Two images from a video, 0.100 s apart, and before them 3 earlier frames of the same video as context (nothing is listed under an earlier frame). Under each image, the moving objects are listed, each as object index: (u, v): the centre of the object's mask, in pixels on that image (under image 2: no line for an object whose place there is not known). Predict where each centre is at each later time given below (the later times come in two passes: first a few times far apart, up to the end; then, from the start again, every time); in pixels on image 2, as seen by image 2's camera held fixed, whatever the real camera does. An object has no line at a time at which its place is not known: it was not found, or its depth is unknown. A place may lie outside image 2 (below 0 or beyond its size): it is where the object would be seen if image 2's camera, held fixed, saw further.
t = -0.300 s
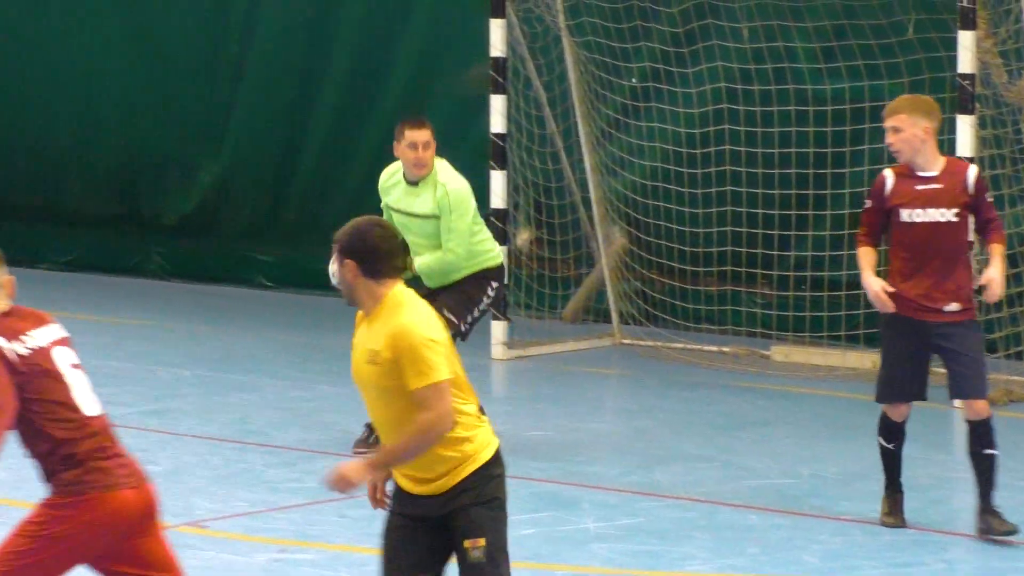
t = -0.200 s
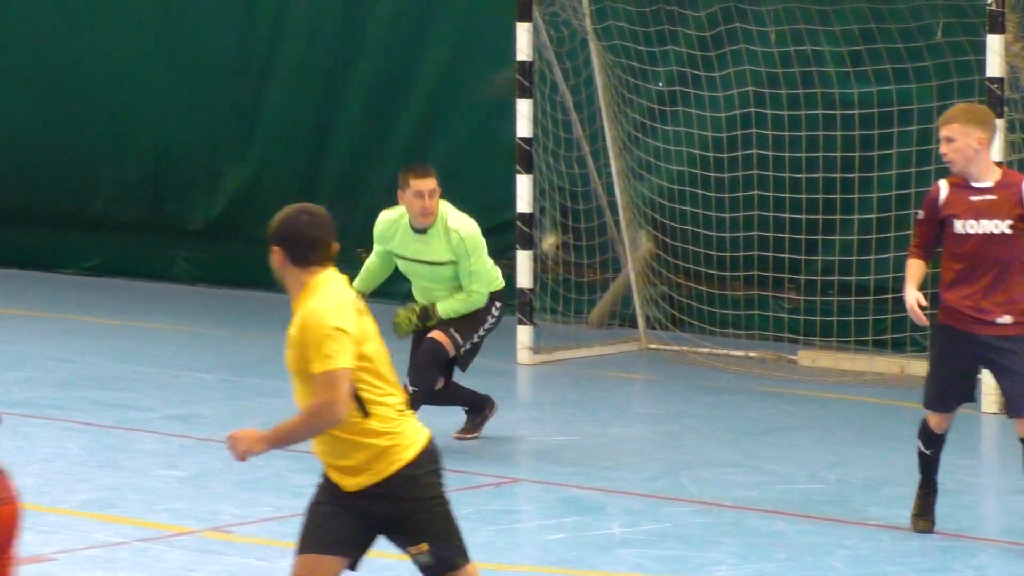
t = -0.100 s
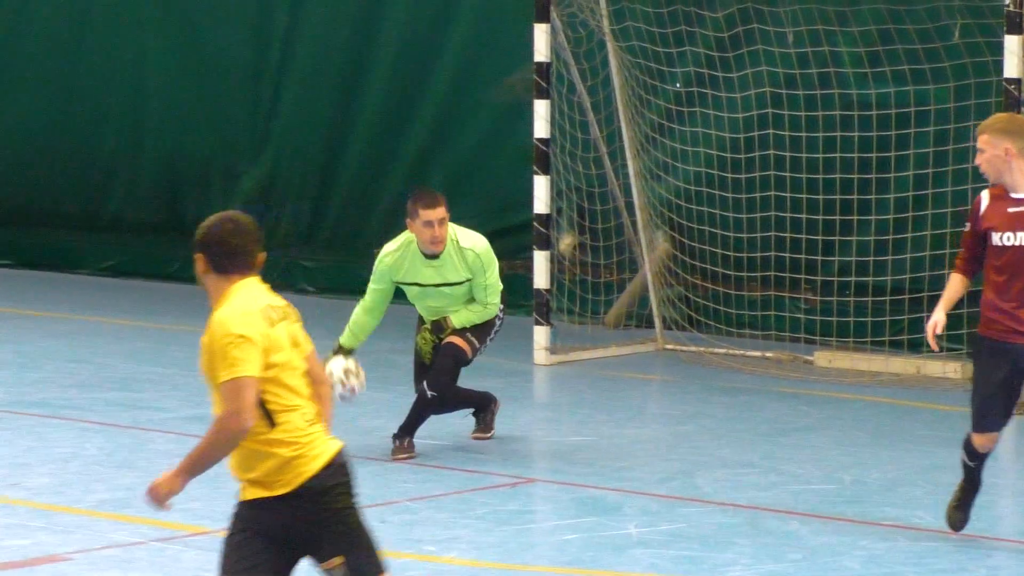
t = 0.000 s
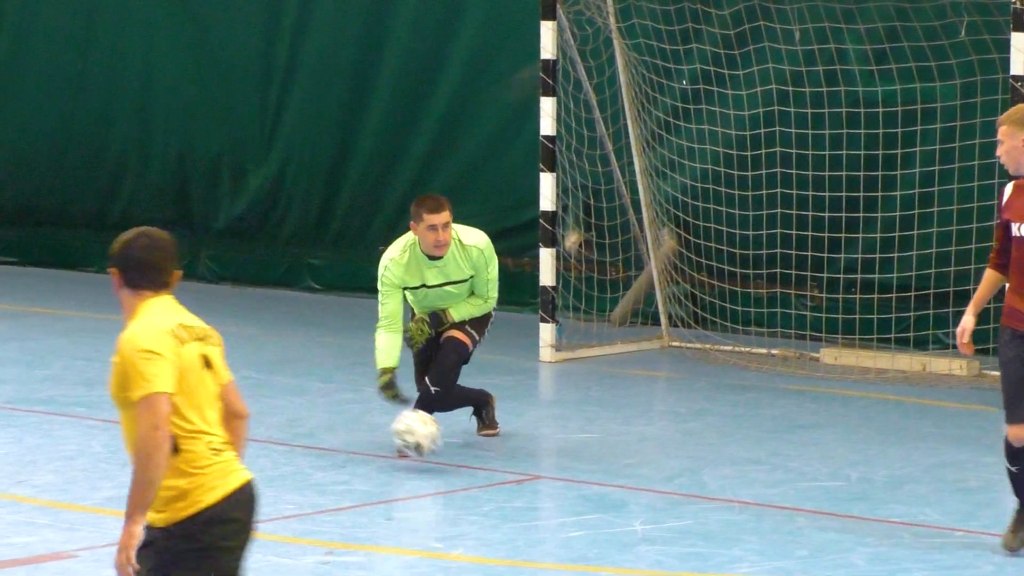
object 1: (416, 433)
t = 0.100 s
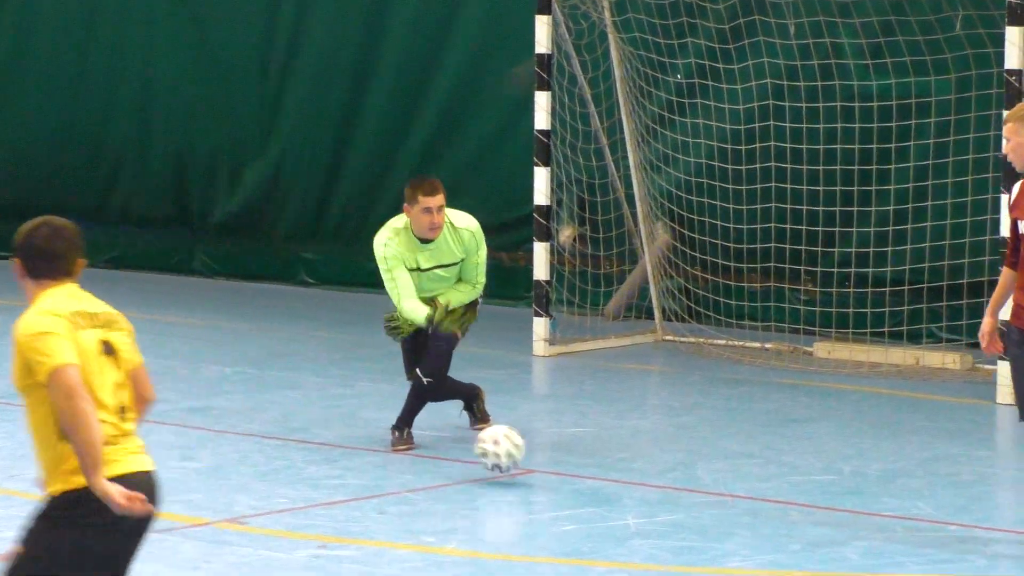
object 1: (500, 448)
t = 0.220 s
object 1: (608, 472)
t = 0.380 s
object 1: (750, 498)
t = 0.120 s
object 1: (517, 451)
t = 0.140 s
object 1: (535, 452)
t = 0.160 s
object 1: (552, 456)
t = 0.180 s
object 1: (570, 460)
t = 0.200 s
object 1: (589, 466)
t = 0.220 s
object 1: (608, 472)
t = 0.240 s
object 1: (627, 480)
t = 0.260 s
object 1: (646, 489)
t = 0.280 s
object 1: (663, 488)
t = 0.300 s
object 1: (680, 488)
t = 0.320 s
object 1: (696, 490)
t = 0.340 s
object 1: (713, 491)
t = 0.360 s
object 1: (731, 494)
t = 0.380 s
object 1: (750, 498)
